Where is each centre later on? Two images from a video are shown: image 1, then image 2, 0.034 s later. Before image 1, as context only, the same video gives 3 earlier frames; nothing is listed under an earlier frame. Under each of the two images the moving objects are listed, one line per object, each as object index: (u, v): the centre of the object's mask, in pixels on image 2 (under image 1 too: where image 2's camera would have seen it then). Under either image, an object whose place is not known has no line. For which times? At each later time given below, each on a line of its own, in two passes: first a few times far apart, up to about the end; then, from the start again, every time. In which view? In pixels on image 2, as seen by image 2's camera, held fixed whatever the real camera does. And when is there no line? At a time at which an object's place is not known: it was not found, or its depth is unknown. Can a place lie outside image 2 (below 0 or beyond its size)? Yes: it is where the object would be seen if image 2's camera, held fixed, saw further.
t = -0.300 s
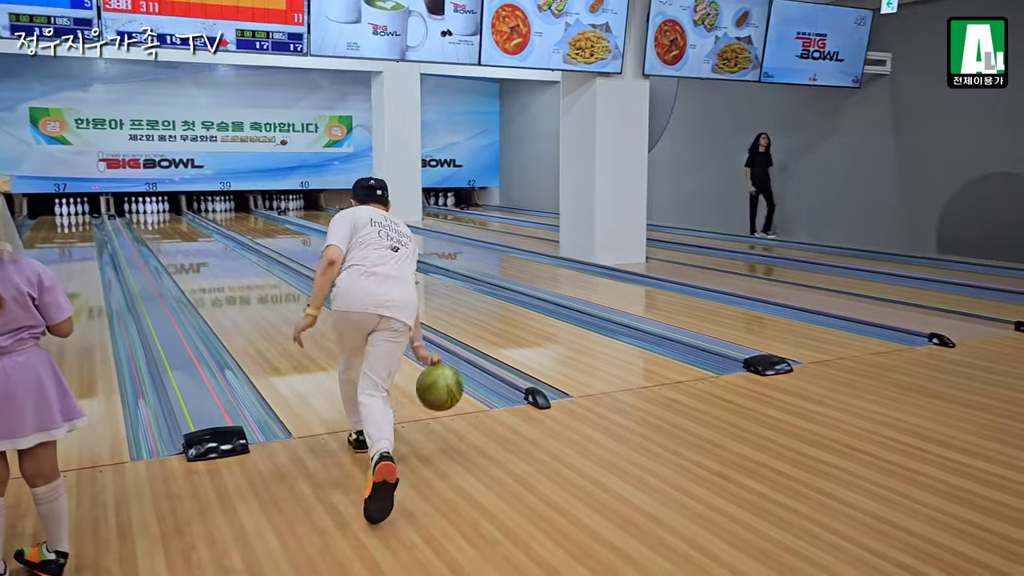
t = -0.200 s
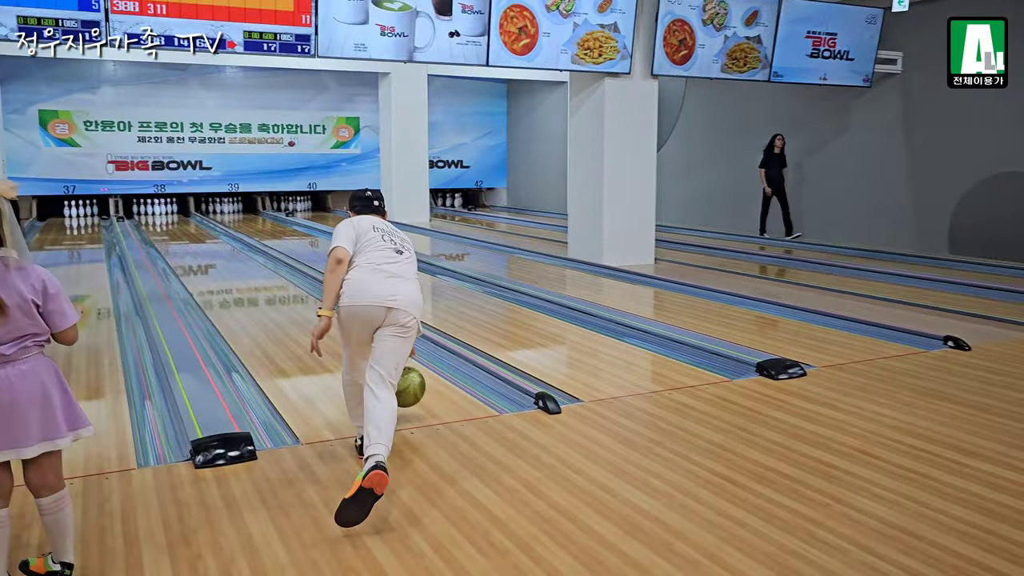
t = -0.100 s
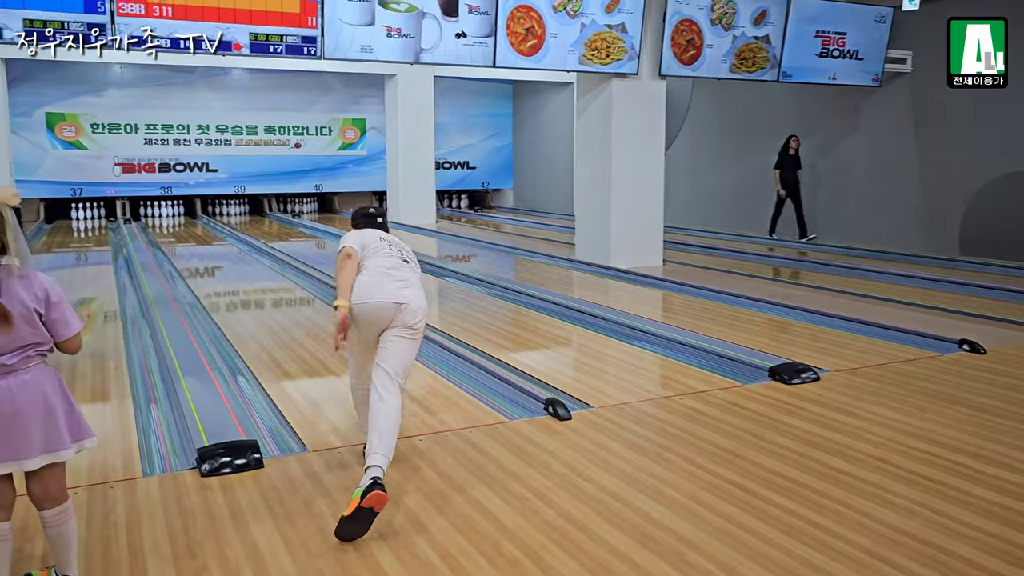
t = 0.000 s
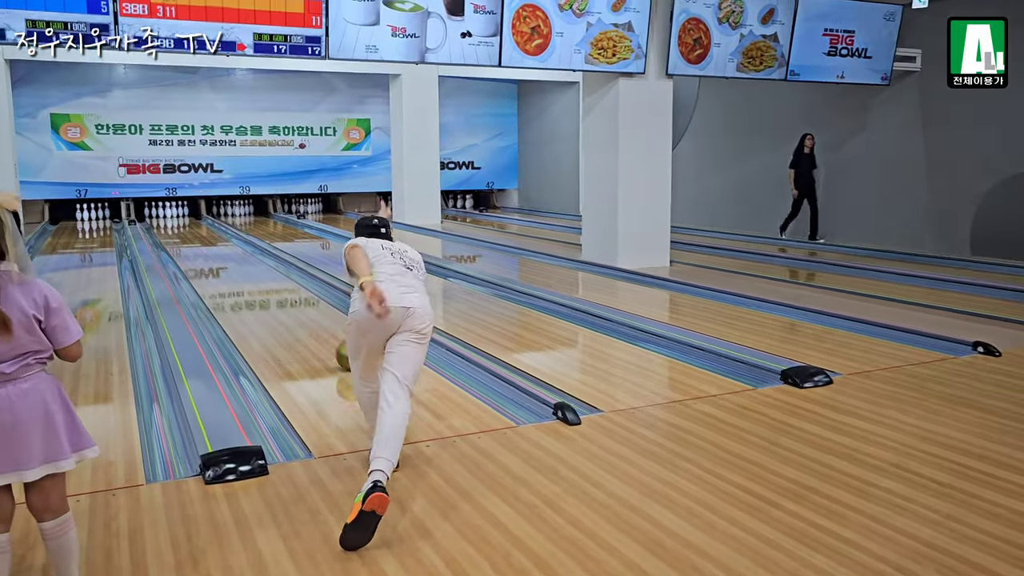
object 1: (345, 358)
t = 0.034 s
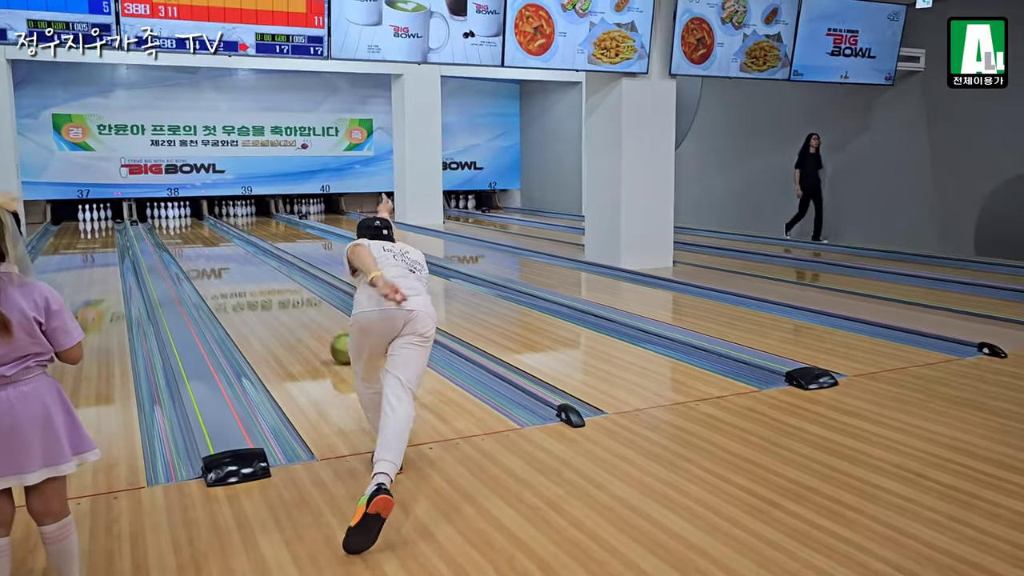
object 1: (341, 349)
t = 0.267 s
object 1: (301, 311)
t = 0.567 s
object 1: (265, 280)
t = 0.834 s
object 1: (243, 262)
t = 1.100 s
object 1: (228, 249)
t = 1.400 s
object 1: (216, 238)
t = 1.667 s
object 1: (206, 230)
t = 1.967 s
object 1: (200, 224)
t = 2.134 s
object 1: (190, 221)
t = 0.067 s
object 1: (336, 342)
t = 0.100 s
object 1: (331, 336)
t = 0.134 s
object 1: (324, 330)
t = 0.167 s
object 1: (317, 325)
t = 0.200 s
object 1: (312, 320)
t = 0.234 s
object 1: (306, 315)
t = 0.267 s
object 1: (301, 311)
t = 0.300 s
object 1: (296, 307)
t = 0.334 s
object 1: (291, 303)
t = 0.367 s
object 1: (287, 299)
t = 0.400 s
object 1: (283, 295)
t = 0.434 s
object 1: (279, 292)
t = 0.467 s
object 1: (275, 289)
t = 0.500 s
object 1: (271, 286)
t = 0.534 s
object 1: (268, 283)
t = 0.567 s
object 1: (265, 280)
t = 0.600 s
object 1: (262, 278)
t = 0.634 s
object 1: (259, 275)
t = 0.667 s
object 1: (256, 273)
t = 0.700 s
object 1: (253, 270)
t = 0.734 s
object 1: (250, 268)
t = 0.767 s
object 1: (248, 266)
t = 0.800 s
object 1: (246, 264)
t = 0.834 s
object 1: (243, 262)
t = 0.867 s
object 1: (241, 260)
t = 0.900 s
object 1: (239, 258)
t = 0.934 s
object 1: (237, 257)
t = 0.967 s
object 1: (235, 255)
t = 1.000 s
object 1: (233, 253)
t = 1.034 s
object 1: (231, 252)
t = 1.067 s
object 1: (230, 250)
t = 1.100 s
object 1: (228, 249)
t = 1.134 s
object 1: (227, 248)
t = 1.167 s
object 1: (225, 246)
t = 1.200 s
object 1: (223, 245)
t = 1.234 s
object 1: (222, 244)
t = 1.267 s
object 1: (221, 242)
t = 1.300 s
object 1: (220, 241)
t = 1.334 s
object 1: (218, 241)
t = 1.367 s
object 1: (217, 240)
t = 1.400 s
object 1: (216, 238)
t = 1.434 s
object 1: (214, 237)
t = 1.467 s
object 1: (214, 236)
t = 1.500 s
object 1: (213, 235)
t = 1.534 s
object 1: (212, 234)
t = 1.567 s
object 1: (210, 233)
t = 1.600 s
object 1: (209, 232)
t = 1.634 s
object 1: (209, 231)
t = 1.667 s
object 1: (206, 230)
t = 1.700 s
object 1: (206, 229)
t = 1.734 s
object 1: (204, 228)
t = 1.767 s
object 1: (205, 226)
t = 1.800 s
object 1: (202, 227)
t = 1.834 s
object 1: (202, 226)
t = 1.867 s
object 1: (201, 225)
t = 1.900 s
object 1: (201, 225)
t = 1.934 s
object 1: (200, 224)
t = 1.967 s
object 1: (200, 224)
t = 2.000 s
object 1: (199, 223)
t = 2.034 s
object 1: (198, 222)
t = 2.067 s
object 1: (197, 222)
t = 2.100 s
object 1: (195, 222)
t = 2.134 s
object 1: (190, 221)
